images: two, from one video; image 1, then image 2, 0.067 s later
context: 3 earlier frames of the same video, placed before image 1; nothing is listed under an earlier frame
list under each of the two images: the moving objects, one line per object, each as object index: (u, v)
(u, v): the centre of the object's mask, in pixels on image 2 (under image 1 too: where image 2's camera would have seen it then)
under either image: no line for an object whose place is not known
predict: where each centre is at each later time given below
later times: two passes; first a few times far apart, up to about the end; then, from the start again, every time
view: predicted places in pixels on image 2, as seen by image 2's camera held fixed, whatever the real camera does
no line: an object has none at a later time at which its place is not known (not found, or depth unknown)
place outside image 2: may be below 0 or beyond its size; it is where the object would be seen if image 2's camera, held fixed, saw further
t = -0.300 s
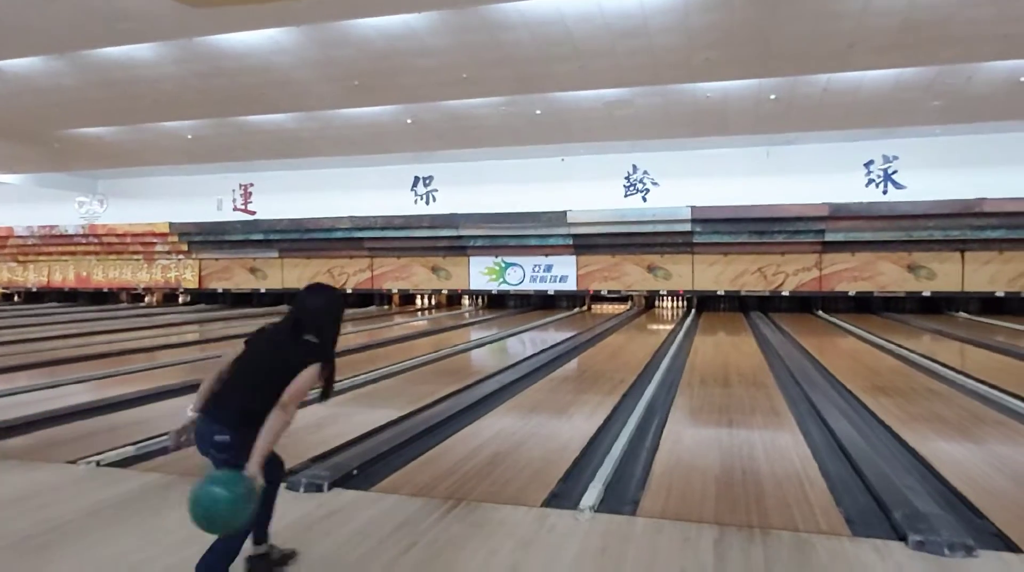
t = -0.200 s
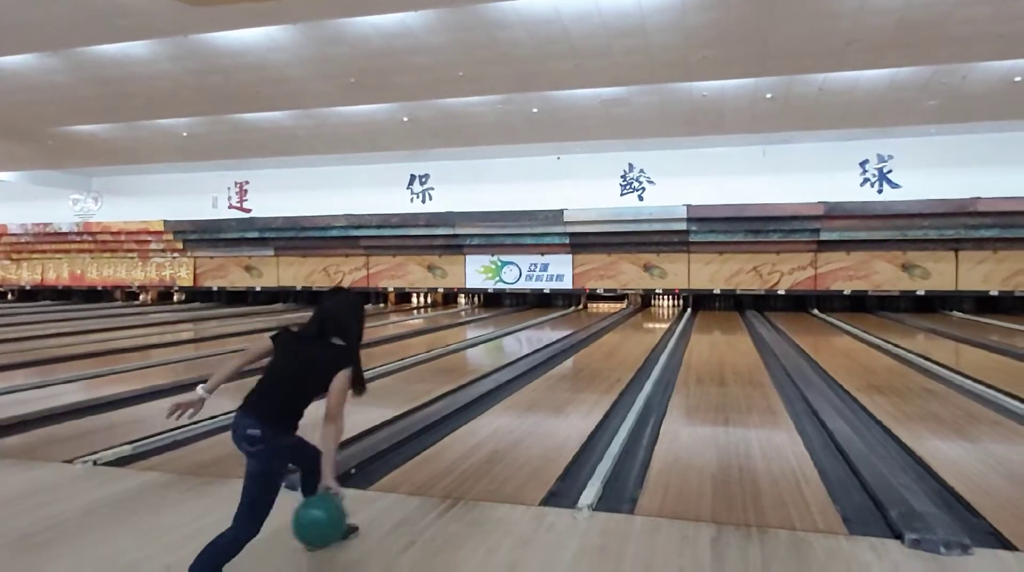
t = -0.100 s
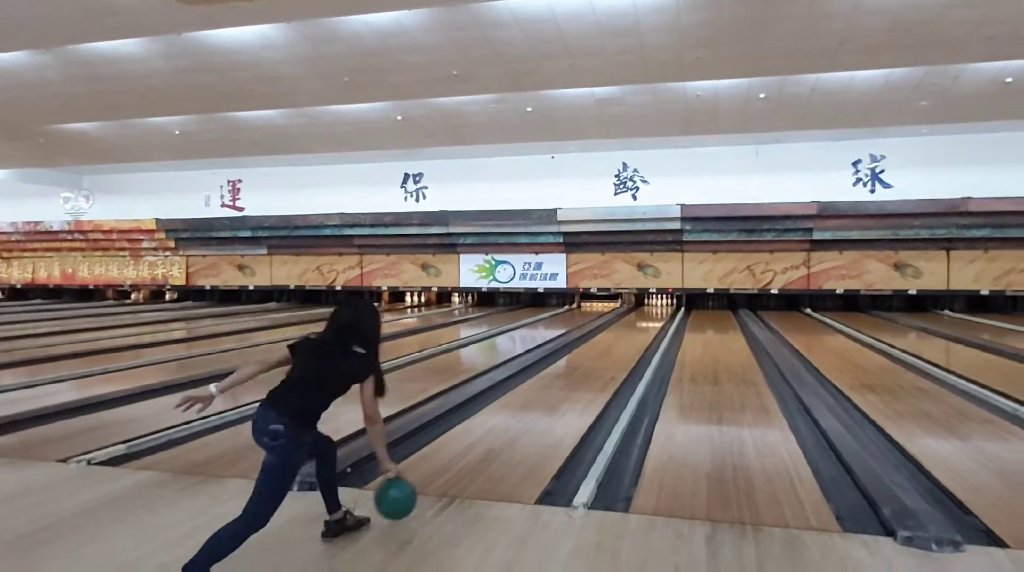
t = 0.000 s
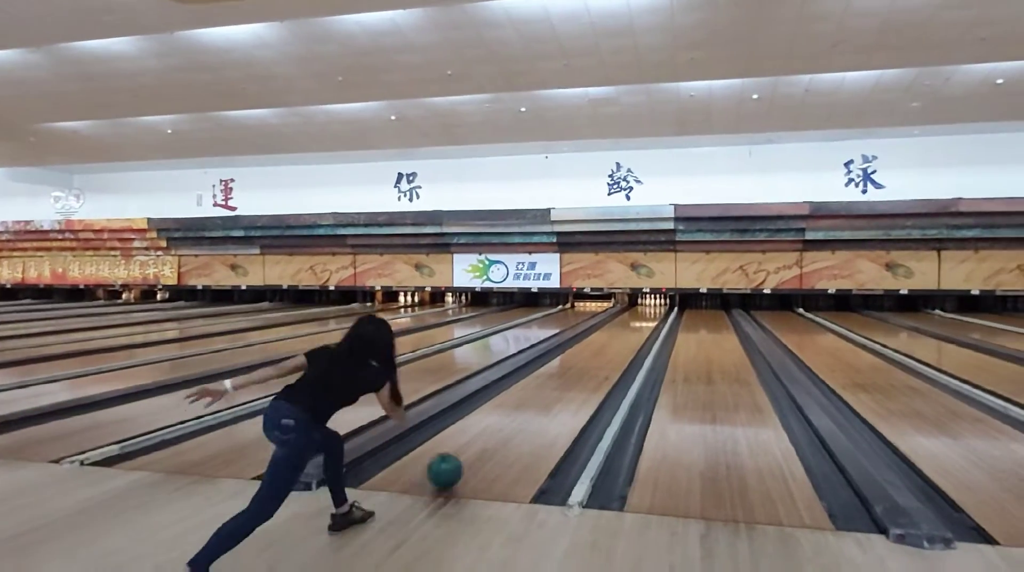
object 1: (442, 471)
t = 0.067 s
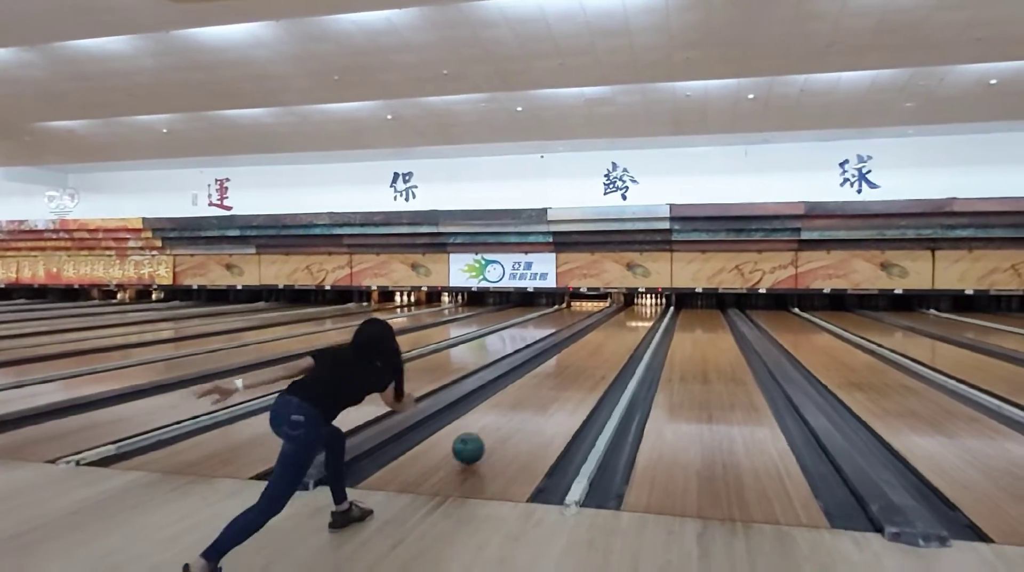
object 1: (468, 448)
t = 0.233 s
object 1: (516, 415)
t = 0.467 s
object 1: (558, 384)
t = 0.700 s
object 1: (585, 364)
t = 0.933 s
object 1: (604, 349)
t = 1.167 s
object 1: (618, 339)
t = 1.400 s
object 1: (629, 331)
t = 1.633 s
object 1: (637, 325)
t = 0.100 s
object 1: (480, 442)
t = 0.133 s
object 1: (490, 434)
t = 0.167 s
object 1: (499, 427)
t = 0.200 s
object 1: (508, 421)
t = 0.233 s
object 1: (516, 415)
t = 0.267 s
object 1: (523, 409)
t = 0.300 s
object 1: (530, 404)
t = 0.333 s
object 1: (536, 400)
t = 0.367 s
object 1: (542, 395)
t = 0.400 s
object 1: (548, 391)
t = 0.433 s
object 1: (553, 387)
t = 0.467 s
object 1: (558, 384)
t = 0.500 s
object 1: (562, 381)
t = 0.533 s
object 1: (566, 377)
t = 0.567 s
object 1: (570, 374)
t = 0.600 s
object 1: (574, 371)
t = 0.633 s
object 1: (578, 369)
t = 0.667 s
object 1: (582, 366)
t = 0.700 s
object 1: (585, 364)
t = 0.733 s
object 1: (588, 361)
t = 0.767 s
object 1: (591, 359)
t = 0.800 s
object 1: (594, 357)
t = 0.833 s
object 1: (597, 355)
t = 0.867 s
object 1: (599, 353)
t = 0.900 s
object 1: (601, 351)
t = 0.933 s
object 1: (604, 349)
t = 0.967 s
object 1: (606, 348)
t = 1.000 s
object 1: (608, 346)
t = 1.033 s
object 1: (610, 344)
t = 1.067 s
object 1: (612, 343)
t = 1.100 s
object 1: (614, 341)
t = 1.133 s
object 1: (616, 340)
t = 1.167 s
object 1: (618, 339)
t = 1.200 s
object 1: (620, 337)
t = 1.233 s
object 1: (621, 337)
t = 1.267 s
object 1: (623, 335)
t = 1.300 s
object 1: (624, 334)
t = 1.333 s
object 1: (626, 333)
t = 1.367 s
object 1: (627, 332)
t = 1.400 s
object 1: (629, 331)
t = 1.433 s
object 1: (630, 330)
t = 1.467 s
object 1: (631, 328)
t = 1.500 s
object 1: (632, 327)
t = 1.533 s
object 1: (633, 327)
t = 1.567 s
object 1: (635, 326)
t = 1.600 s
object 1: (635, 326)
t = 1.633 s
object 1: (637, 325)
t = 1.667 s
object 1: (638, 324)
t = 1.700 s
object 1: (638, 323)
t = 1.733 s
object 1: (639, 323)
